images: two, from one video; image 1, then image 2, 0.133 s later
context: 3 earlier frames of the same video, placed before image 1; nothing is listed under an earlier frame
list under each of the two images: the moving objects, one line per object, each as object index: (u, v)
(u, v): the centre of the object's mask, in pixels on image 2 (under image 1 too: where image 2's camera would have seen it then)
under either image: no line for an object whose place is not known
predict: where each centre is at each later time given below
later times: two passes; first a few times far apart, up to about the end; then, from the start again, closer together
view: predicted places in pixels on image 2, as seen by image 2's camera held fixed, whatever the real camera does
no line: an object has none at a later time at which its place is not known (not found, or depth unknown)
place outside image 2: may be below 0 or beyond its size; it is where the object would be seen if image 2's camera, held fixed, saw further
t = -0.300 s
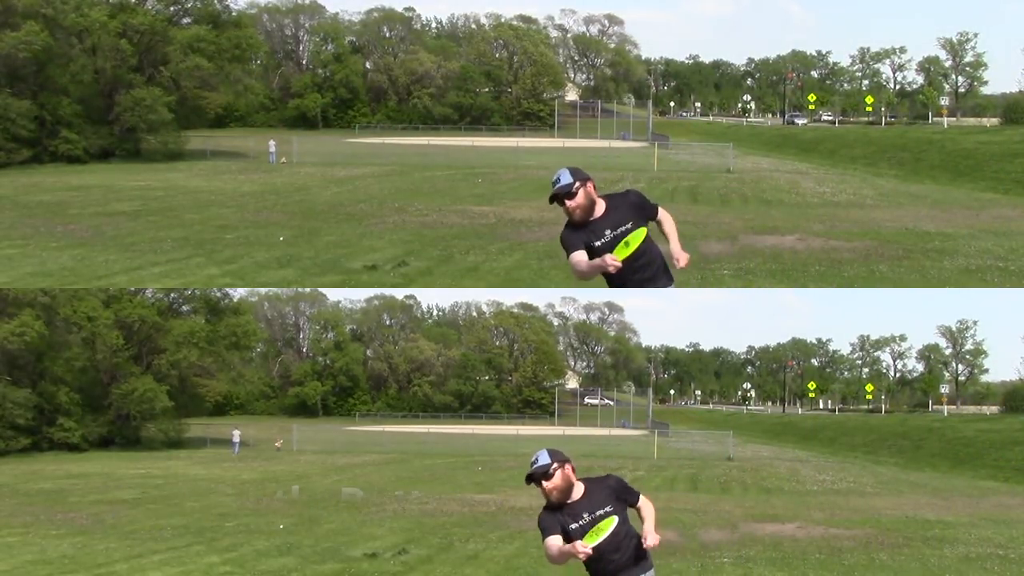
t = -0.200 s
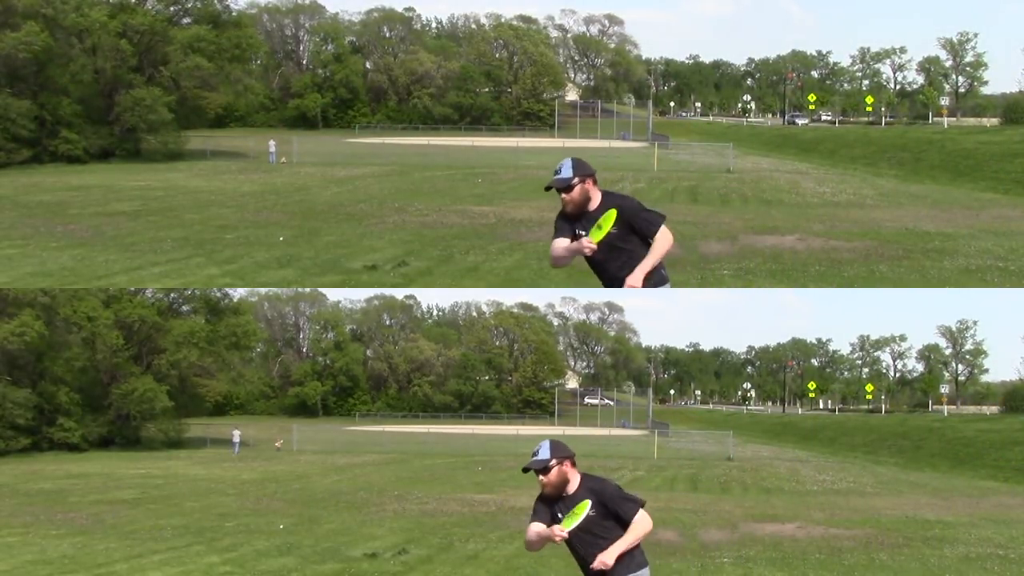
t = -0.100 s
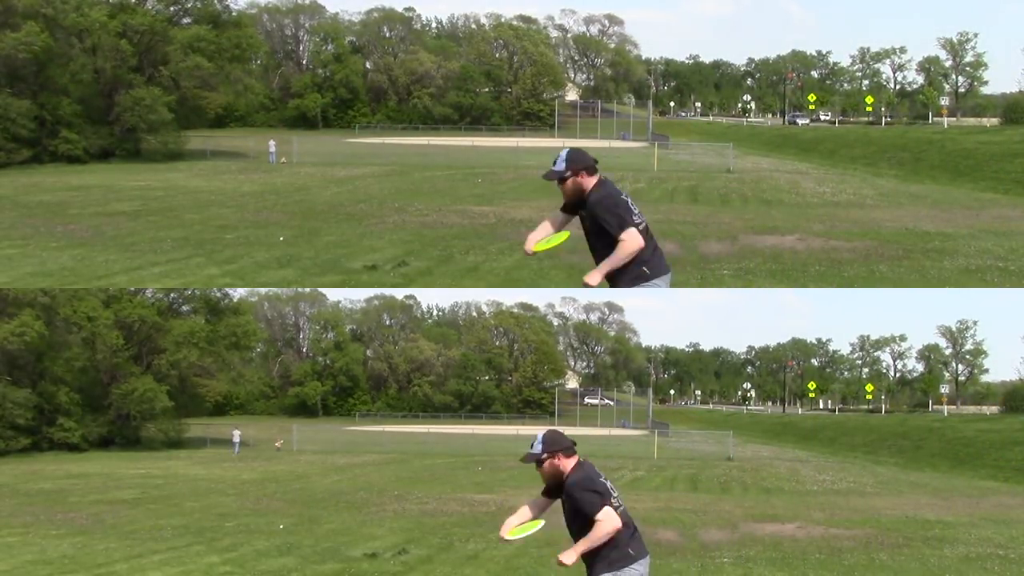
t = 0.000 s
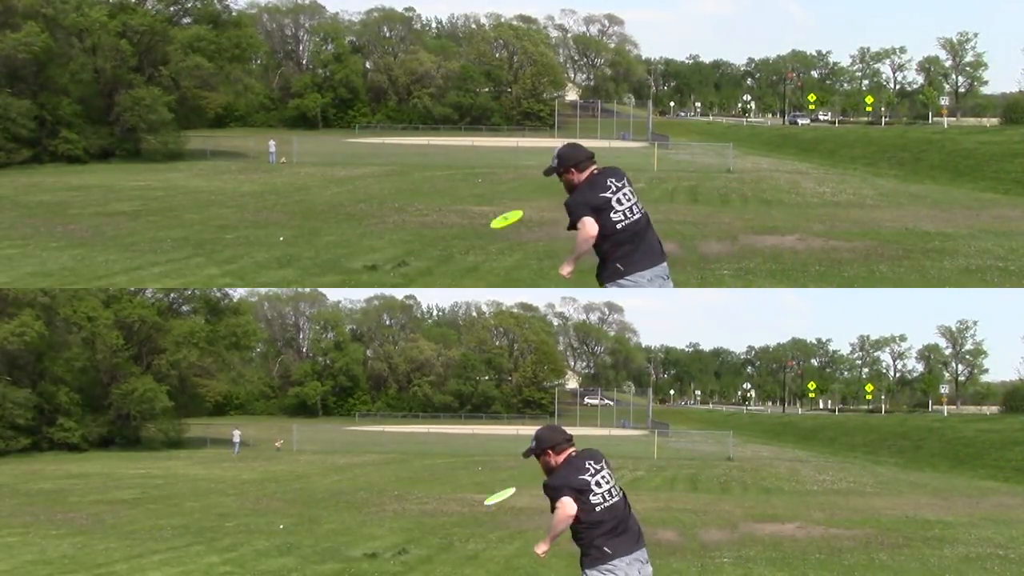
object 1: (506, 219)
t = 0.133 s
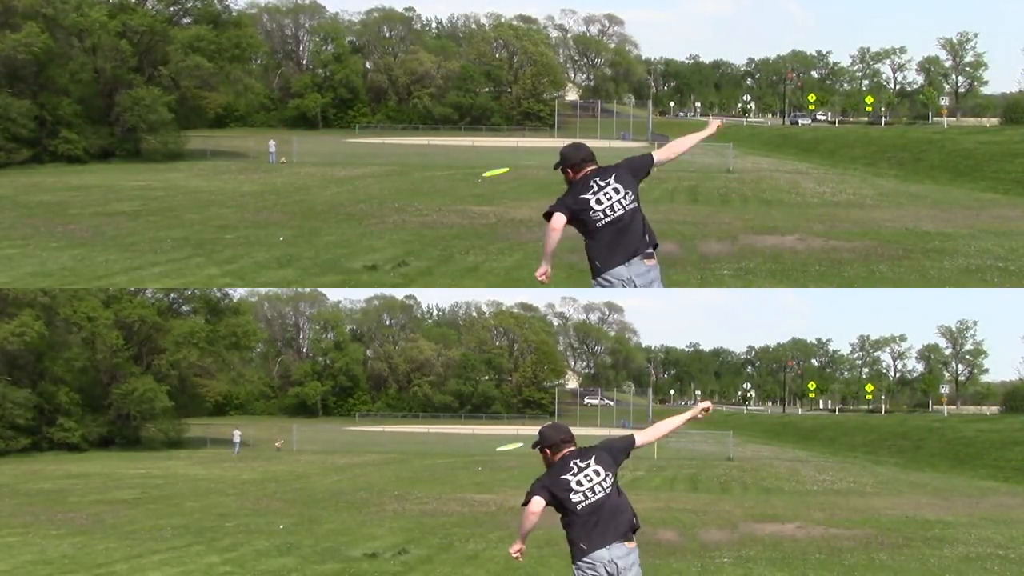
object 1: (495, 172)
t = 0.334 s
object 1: (484, 132)
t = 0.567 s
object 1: (475, 109)
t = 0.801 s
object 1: (468, 97)
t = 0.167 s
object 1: (494, 163)
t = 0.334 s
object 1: (484, 132)
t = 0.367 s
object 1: (483, 128)
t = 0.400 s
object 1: (481, 124)
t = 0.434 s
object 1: (480, 120)
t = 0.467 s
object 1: (479, 117)
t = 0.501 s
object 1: (477, 114)
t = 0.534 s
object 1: (476, 111)
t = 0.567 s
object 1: (475, 109)
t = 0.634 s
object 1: (473, 105)
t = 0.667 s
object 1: (472, 103)
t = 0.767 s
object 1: (469, 98)
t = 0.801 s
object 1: (468, 97)
